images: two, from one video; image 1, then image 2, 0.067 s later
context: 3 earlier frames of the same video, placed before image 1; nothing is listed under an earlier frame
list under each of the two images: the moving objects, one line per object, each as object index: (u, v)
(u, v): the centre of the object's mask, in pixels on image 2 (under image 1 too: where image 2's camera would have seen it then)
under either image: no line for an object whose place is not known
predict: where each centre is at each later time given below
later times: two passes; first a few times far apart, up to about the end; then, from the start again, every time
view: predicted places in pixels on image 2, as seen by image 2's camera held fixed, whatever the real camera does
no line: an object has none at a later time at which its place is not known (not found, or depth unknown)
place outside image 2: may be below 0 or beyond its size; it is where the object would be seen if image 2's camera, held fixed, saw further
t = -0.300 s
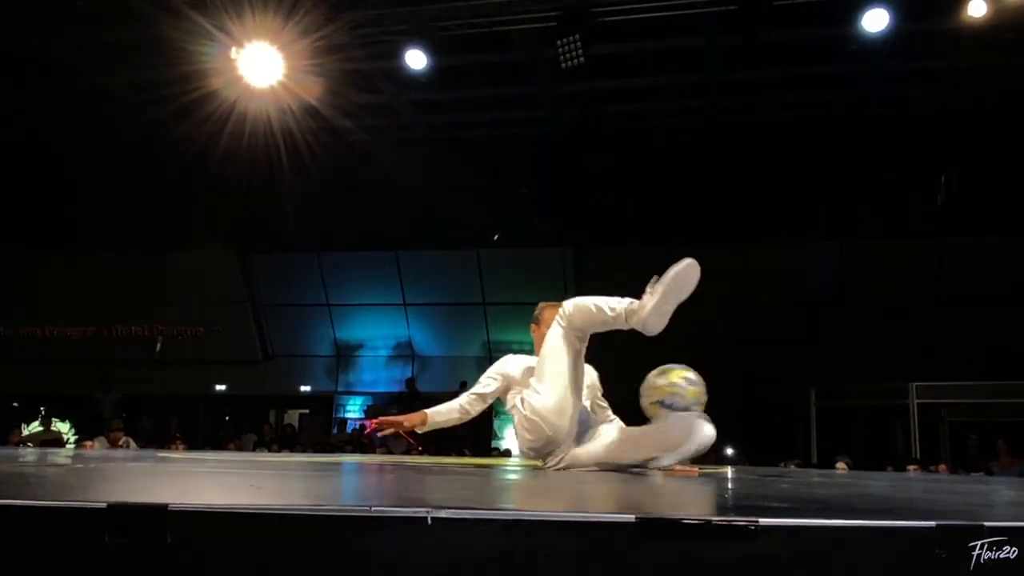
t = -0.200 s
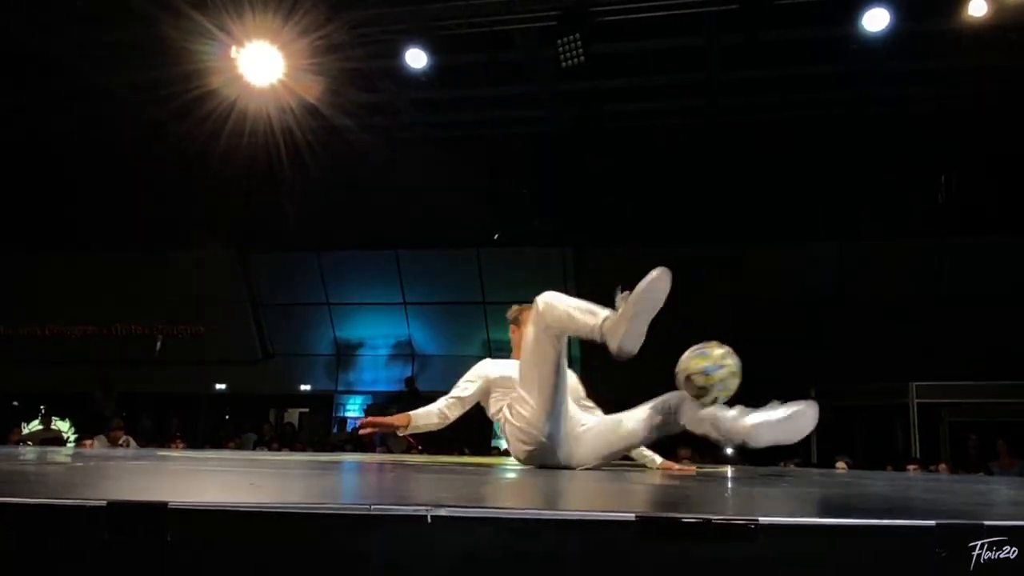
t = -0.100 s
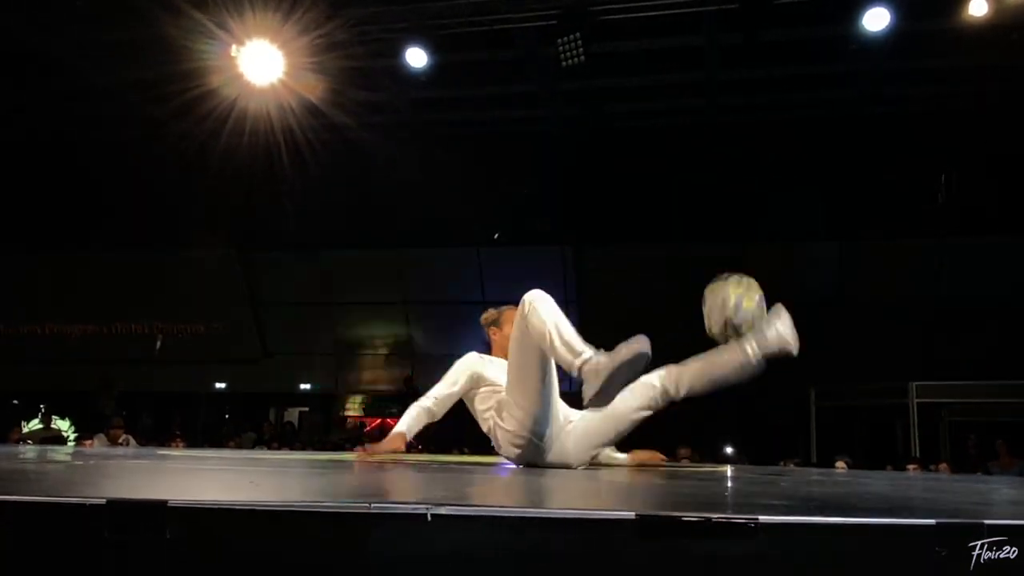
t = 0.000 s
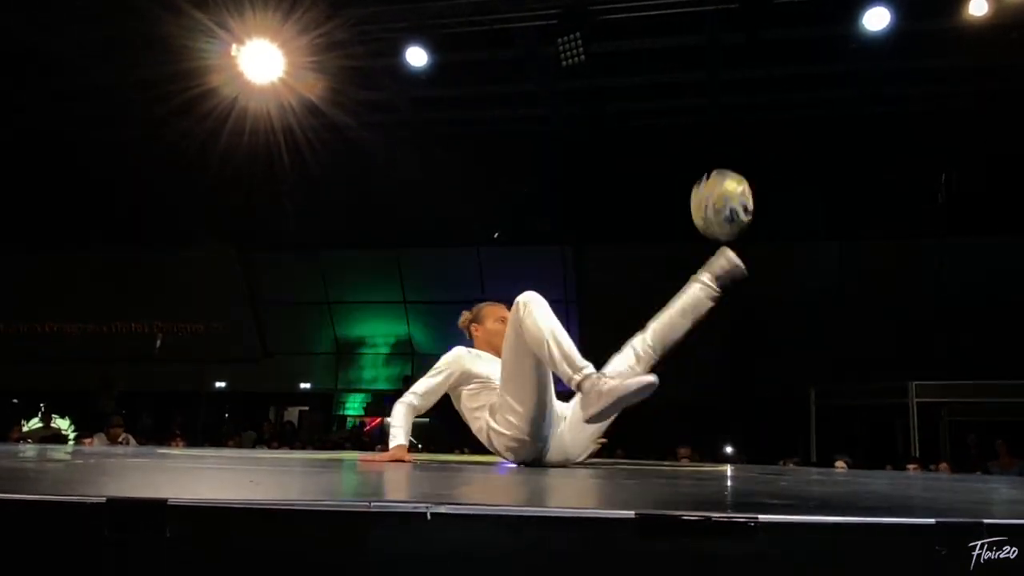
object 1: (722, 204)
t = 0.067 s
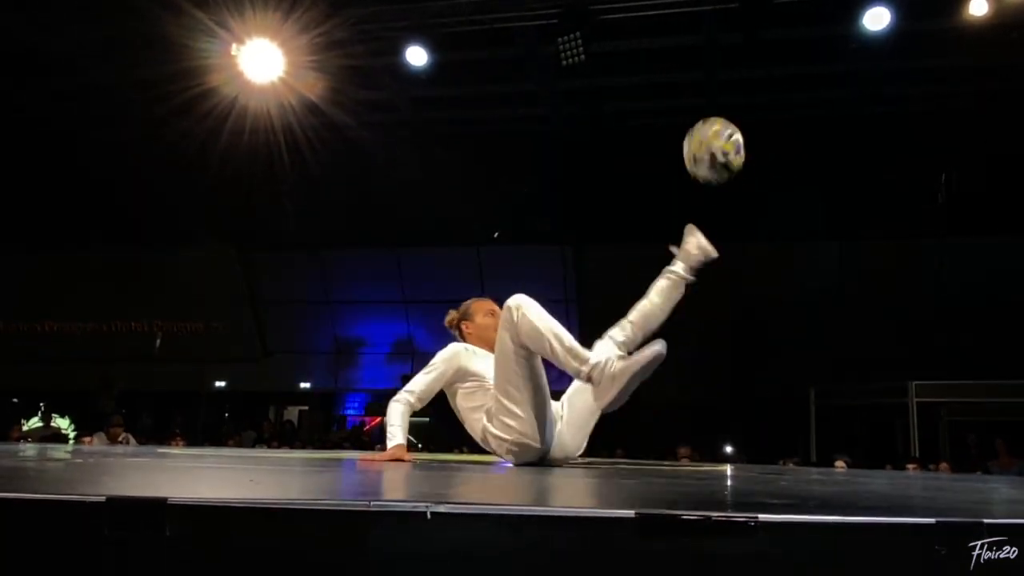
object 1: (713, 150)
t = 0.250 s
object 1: (693, 66)
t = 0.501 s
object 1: (667, 85)
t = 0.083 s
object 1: (712, 139)
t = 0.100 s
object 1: (710, 129)
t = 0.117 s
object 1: (708, 118)
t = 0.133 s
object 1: (706, 109)
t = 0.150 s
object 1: (704, 101)
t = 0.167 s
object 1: (702, 93)
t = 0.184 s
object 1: (700, 87)
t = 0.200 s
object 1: (699, 80)
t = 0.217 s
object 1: (697, 75)
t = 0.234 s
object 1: (695, 71)
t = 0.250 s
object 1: (693, 66)
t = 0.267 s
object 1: (692, 63)
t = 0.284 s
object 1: (690, 60)
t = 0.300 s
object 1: (688, 58)
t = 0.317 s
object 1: (686, 57)
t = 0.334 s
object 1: (685, 56)
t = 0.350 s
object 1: (683, 56)
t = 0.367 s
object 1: (681, 57)
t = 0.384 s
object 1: (679, 58)
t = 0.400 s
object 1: (678, 60)
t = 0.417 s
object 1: (676, 63)
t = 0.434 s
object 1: (674, 66)
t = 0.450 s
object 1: (672, 70)
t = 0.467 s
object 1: (671, 74)
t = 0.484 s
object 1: (669, 79)
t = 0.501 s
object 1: (667, 85)
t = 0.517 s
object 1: (665, 92)
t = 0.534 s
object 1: (663, 99)
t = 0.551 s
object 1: (661, 107)
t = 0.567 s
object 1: (660, 115)
